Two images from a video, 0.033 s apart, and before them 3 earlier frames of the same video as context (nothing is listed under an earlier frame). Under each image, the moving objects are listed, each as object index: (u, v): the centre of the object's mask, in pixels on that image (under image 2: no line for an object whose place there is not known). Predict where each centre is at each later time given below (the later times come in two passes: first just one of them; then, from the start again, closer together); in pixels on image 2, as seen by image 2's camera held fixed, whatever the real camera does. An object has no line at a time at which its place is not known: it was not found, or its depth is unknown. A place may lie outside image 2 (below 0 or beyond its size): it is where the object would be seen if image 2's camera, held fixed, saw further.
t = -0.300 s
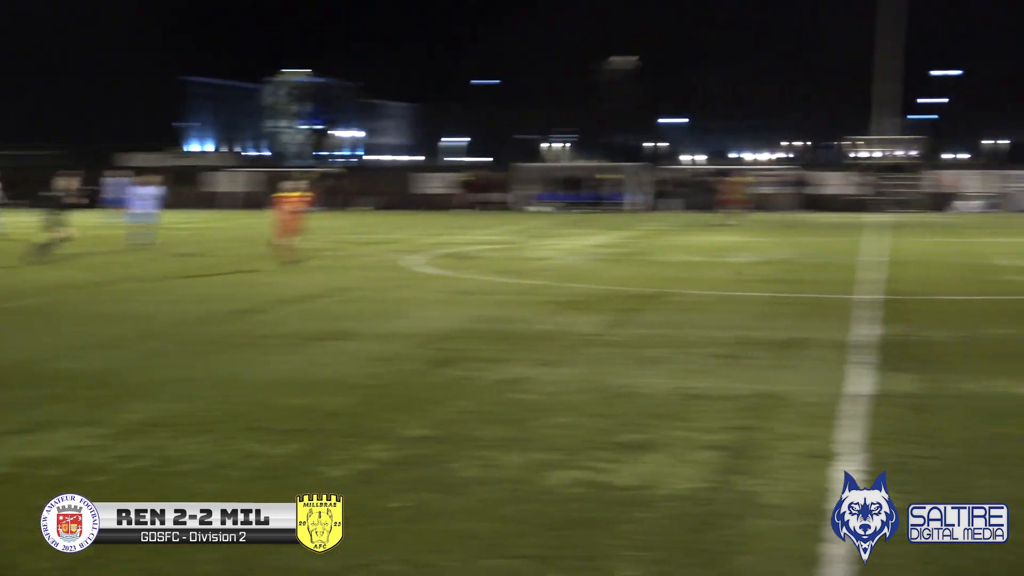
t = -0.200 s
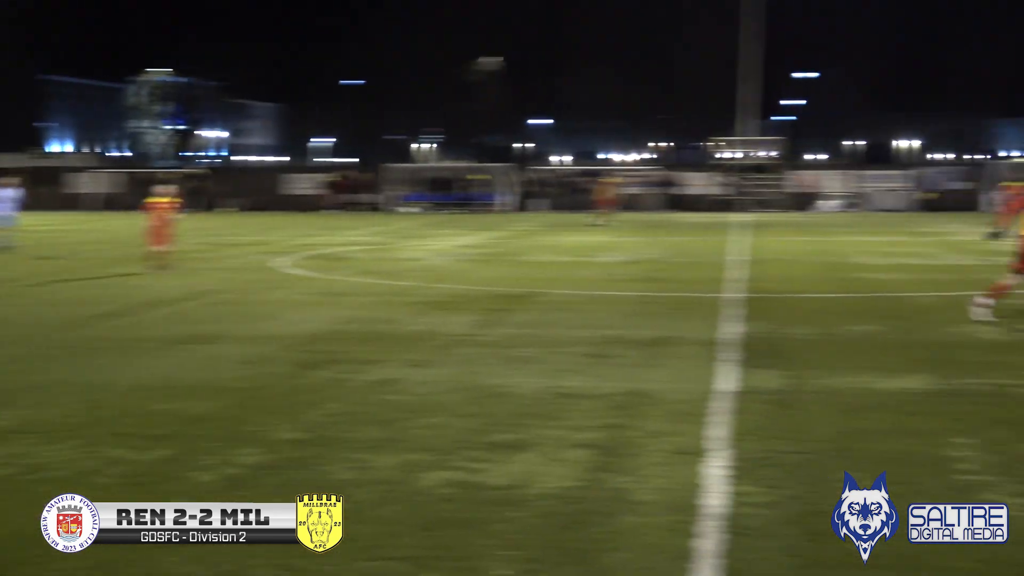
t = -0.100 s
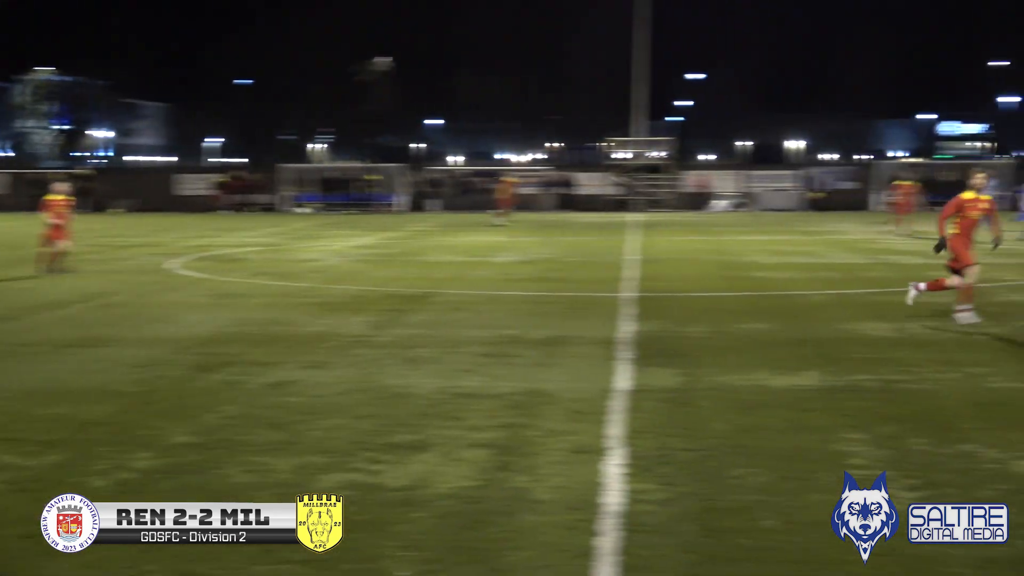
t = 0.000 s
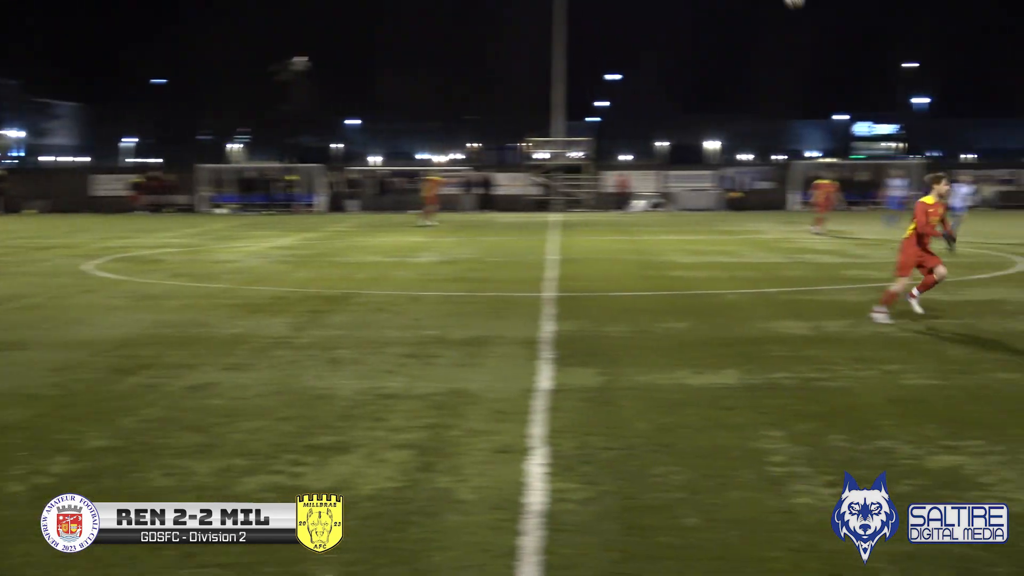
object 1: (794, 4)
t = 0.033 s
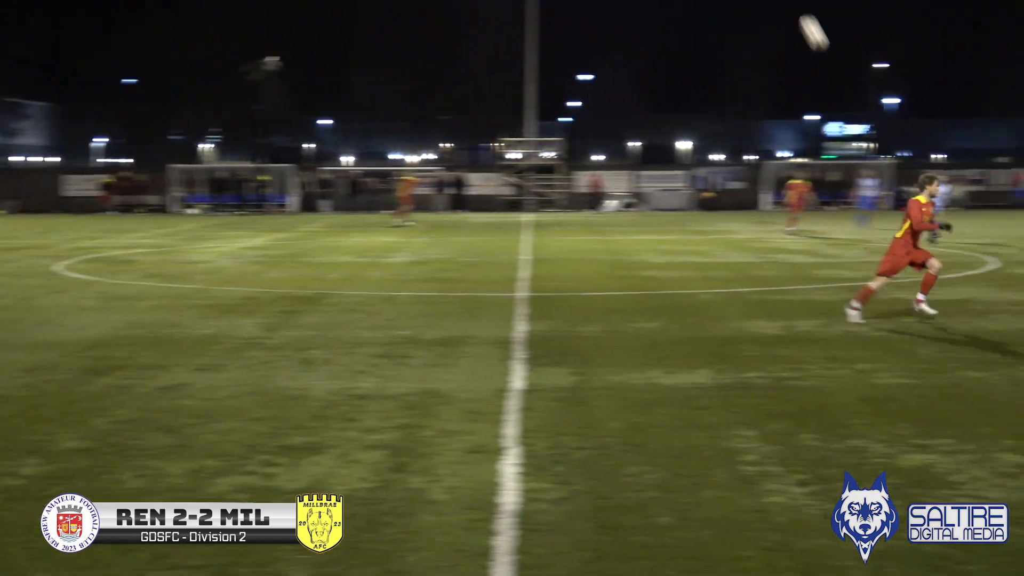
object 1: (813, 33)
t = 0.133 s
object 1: (947, 140)
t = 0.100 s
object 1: (894, 97)
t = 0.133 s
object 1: (947, 140)
